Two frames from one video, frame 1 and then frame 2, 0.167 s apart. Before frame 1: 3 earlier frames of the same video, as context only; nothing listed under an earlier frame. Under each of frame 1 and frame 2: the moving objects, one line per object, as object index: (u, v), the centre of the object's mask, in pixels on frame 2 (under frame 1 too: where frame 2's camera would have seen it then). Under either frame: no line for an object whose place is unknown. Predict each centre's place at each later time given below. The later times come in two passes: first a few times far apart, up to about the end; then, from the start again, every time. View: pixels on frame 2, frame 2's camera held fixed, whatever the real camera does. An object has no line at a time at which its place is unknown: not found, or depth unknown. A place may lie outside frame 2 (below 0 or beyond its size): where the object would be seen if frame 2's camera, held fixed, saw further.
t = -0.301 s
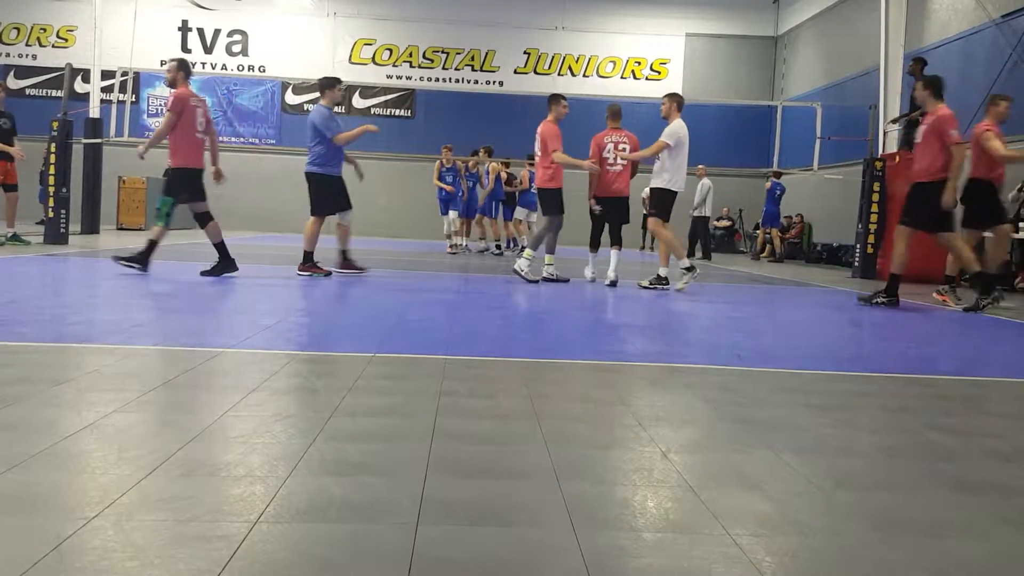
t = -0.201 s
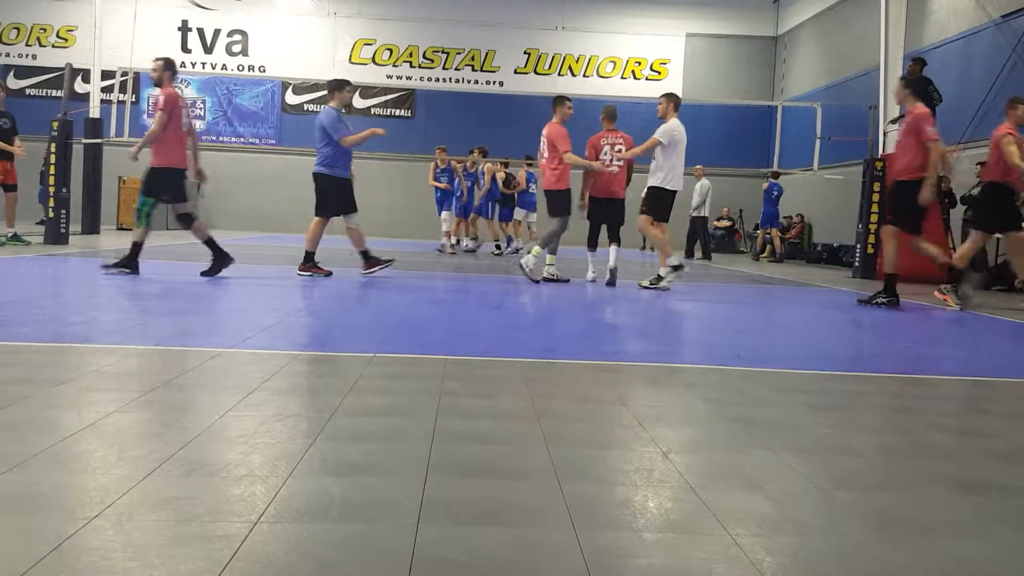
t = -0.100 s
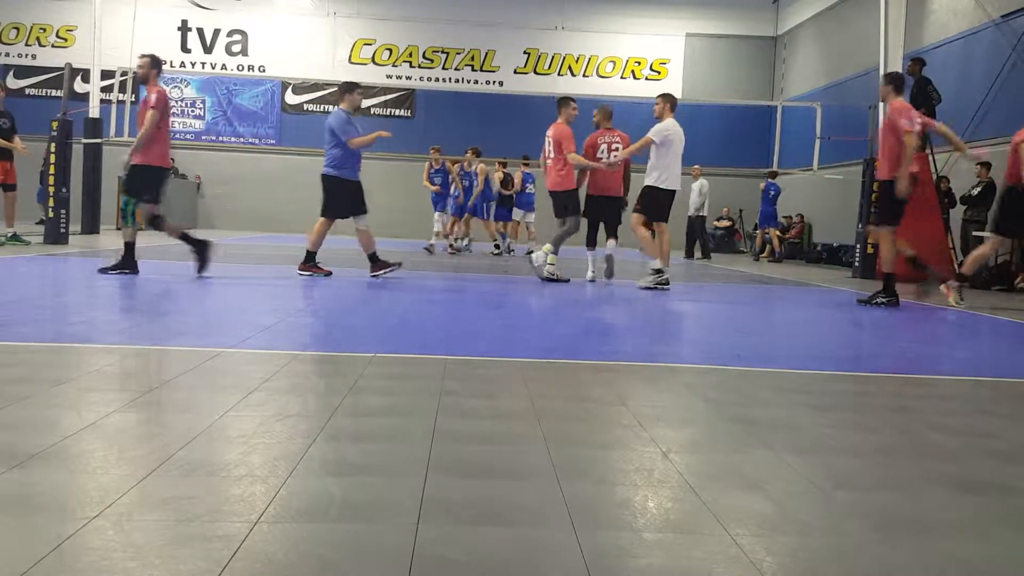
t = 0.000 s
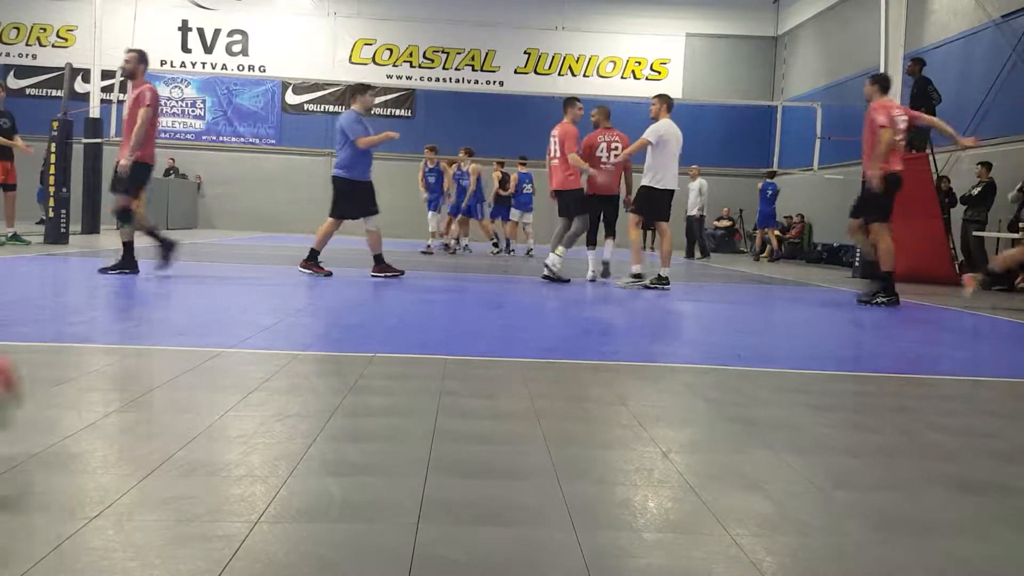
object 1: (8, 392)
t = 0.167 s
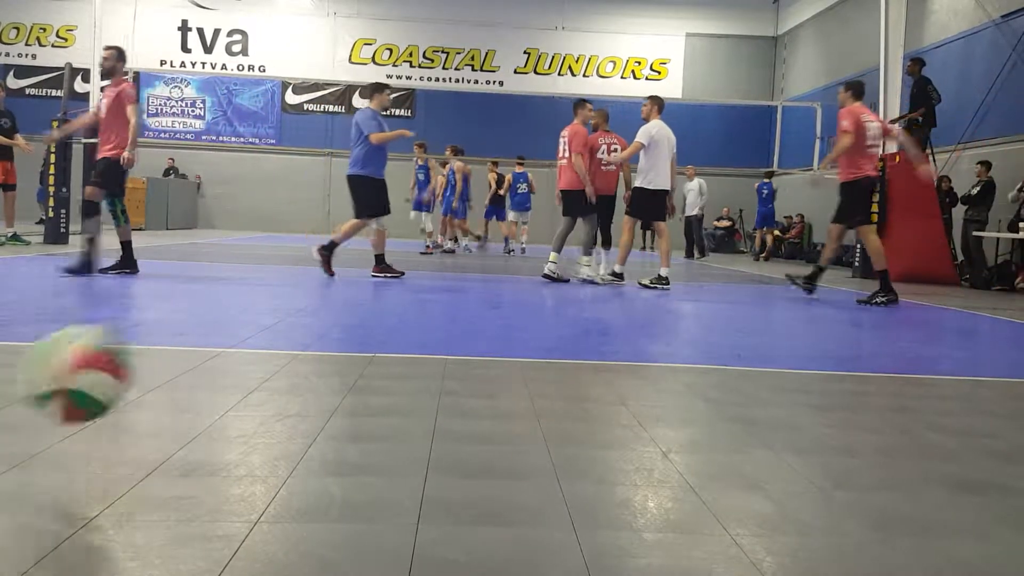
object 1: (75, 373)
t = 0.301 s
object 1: (162, 382)
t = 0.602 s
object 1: (368, 404)
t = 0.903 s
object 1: (563, 434)
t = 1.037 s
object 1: (655, 444)
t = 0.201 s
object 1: (97, 368)
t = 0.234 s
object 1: (120, 368)
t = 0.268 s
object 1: (144, 373)
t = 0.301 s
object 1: (162, 382)
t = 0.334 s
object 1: (186, 395)
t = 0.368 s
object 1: (207, 411)
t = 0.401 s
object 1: (231, 439)
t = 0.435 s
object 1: (257, 431)
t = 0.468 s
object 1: (279, 415)
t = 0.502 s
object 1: (305, 406)
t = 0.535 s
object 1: (324, 401)
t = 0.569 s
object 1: (345, 400)
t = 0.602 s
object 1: (368, 404)
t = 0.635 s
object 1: (388, 413)
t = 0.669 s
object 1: (409, 427)
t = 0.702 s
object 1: (430, 449)
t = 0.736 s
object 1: (453, 439)
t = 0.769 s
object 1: (477, 428)
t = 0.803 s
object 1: (501, 422)
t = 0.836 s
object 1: (525, 423)
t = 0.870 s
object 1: (542, 425)
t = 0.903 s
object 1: (563, 434)
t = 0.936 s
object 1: (586, 449)
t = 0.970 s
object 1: (609, 462)
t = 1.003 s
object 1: (633, 451)
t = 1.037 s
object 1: (655, 444)
